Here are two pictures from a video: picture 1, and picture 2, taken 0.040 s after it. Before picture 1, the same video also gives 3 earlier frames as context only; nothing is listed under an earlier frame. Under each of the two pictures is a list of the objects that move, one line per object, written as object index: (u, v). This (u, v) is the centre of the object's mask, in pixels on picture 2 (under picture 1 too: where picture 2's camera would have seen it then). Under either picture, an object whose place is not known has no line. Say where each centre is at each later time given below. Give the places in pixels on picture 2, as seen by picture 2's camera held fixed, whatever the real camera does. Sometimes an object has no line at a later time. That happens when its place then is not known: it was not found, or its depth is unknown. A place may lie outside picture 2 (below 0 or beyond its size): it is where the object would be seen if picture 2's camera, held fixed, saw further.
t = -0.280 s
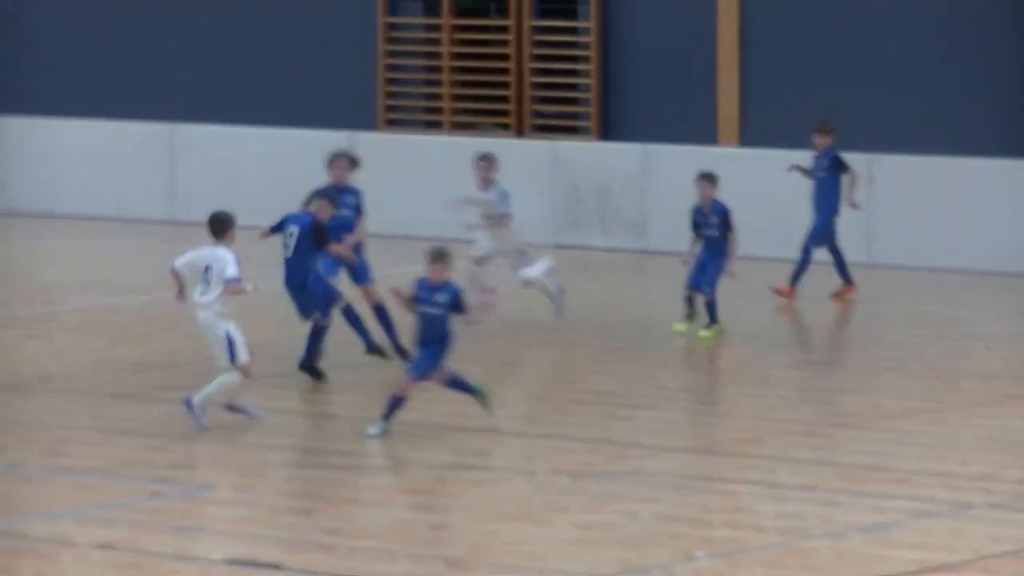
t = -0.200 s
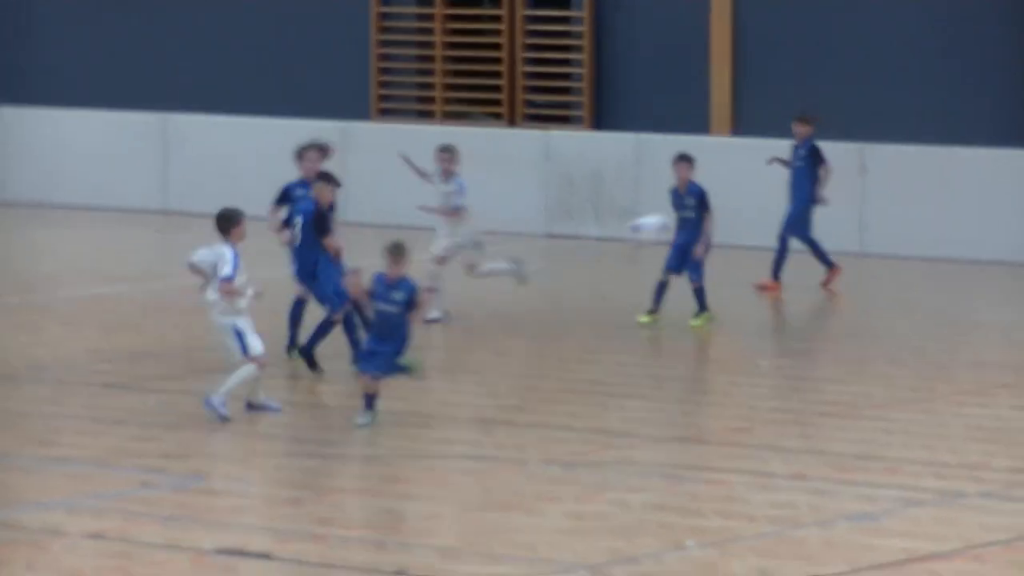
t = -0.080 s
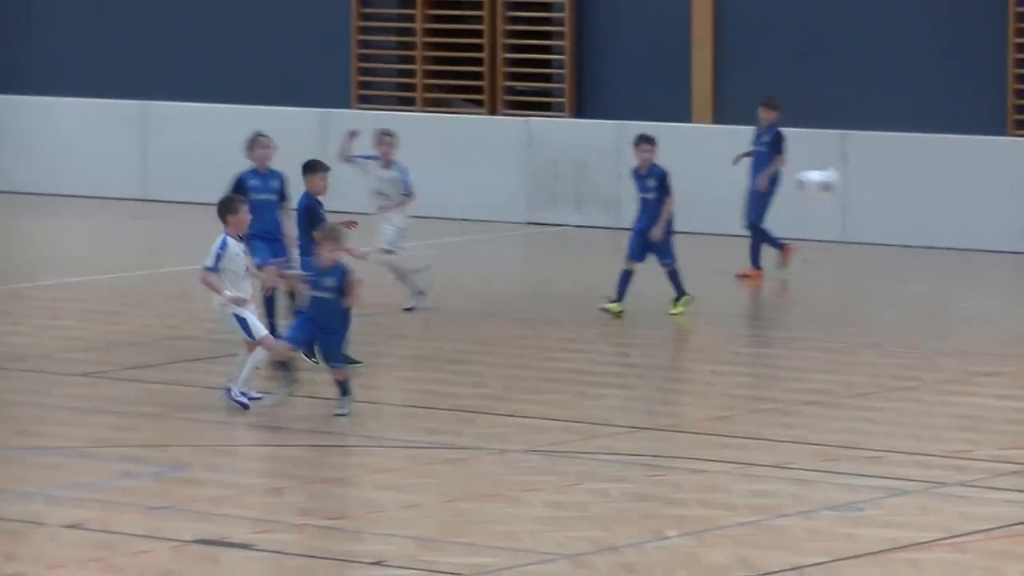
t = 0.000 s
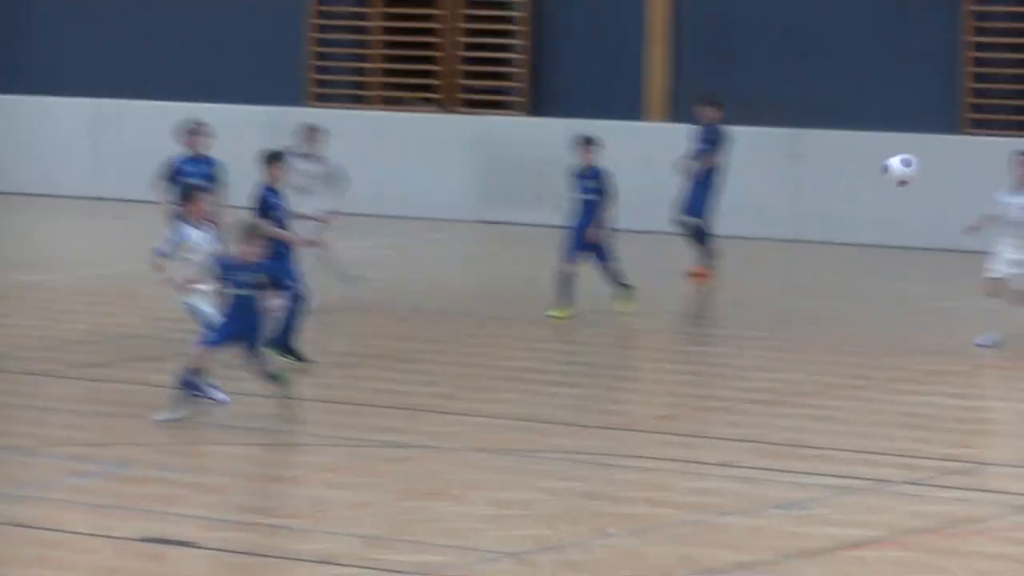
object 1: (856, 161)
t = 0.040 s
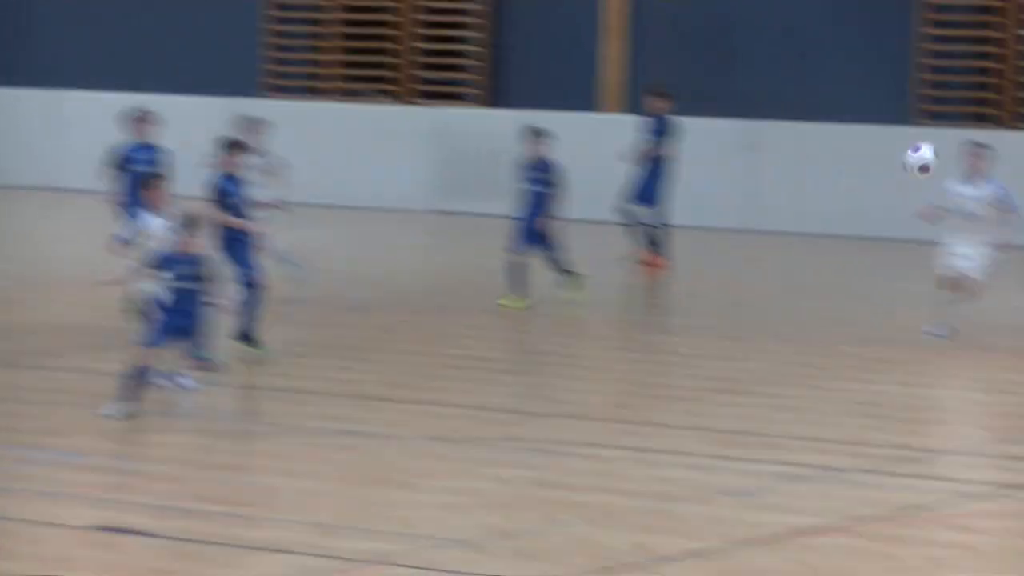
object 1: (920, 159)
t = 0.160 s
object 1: (1134, 161)
